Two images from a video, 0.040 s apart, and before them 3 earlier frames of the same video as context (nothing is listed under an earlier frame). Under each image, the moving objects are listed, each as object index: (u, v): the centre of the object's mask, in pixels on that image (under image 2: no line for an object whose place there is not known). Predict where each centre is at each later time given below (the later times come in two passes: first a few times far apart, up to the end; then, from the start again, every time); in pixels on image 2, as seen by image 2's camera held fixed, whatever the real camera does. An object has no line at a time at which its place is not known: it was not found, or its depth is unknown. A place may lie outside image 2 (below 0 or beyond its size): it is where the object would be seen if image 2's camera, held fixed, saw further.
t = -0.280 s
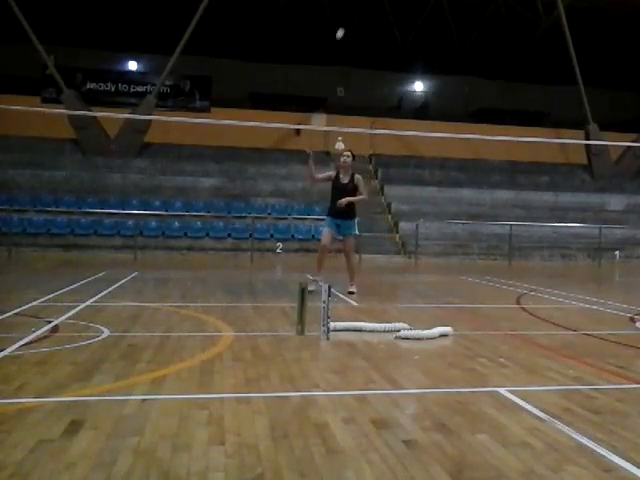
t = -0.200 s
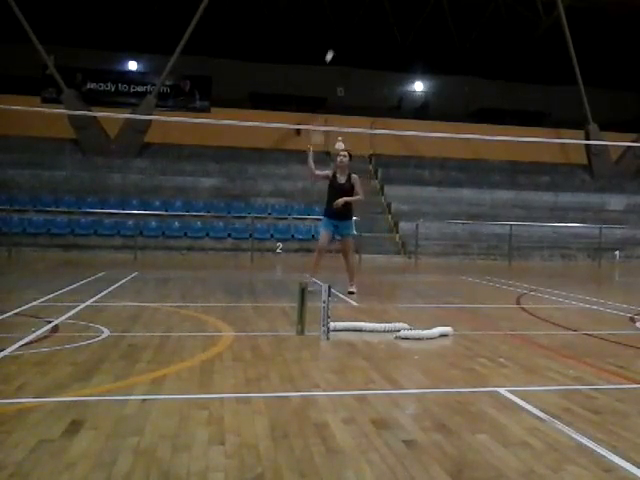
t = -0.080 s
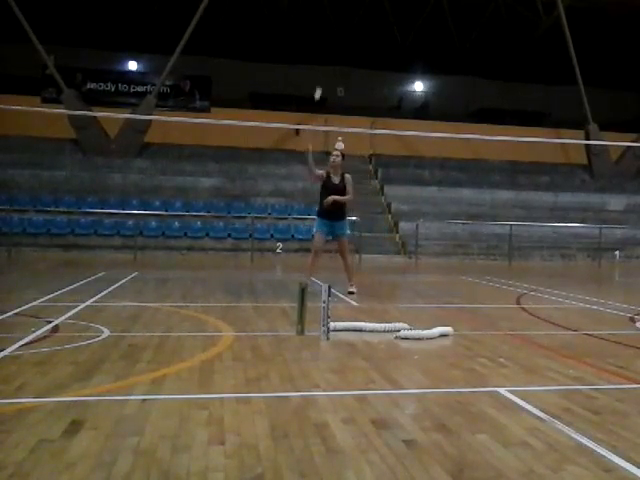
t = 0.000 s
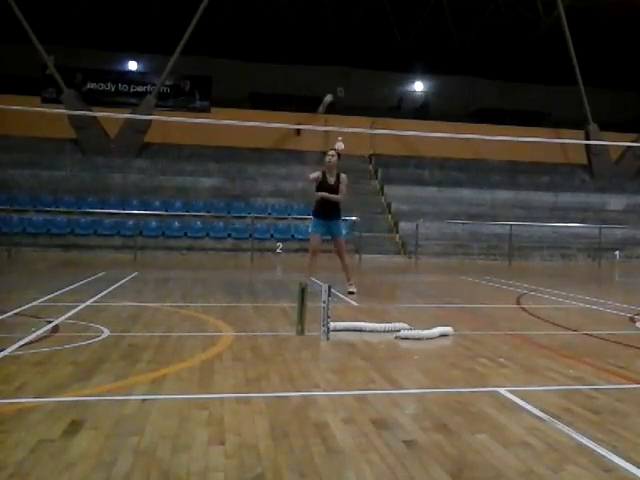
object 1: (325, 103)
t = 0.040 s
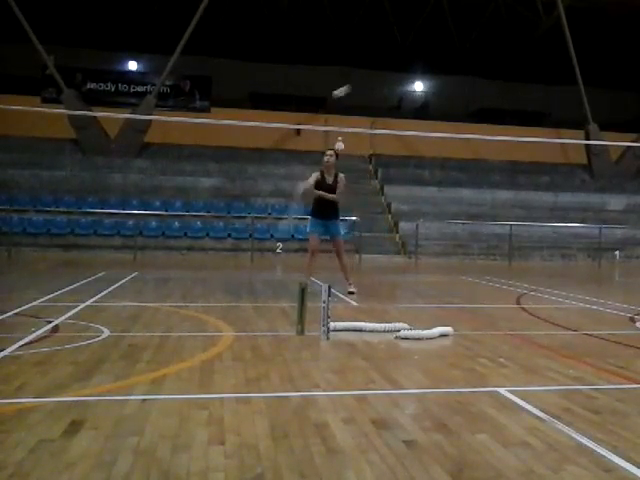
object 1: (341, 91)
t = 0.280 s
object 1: (476, 48)
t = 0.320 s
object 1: (511, 52)
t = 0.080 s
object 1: (359, 80)
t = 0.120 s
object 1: (377, 70)
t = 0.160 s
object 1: (399, 63)
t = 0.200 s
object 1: (422, 55)
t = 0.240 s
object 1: (448, 51)
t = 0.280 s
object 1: (476, 48)
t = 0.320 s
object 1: (511, 52)
